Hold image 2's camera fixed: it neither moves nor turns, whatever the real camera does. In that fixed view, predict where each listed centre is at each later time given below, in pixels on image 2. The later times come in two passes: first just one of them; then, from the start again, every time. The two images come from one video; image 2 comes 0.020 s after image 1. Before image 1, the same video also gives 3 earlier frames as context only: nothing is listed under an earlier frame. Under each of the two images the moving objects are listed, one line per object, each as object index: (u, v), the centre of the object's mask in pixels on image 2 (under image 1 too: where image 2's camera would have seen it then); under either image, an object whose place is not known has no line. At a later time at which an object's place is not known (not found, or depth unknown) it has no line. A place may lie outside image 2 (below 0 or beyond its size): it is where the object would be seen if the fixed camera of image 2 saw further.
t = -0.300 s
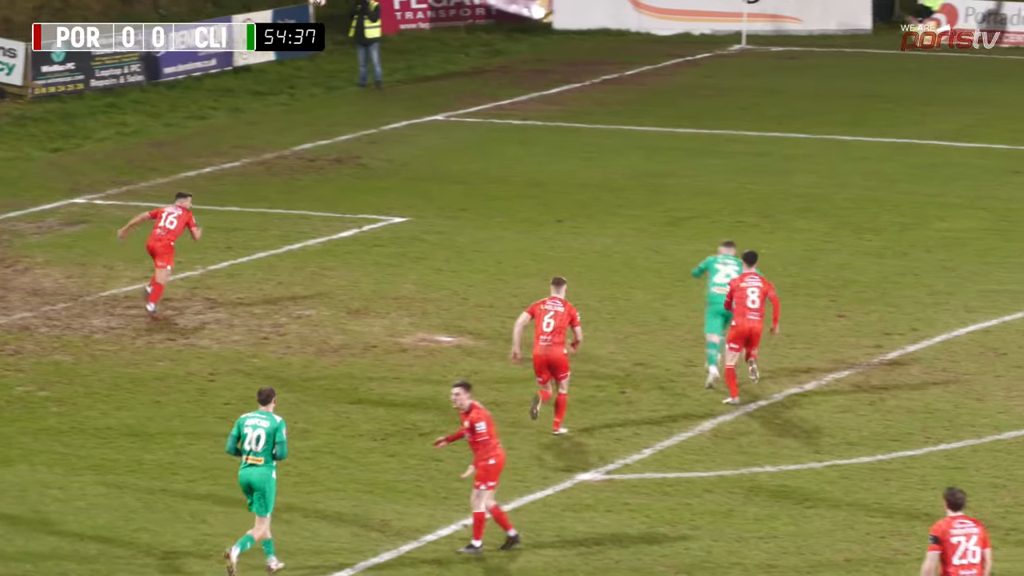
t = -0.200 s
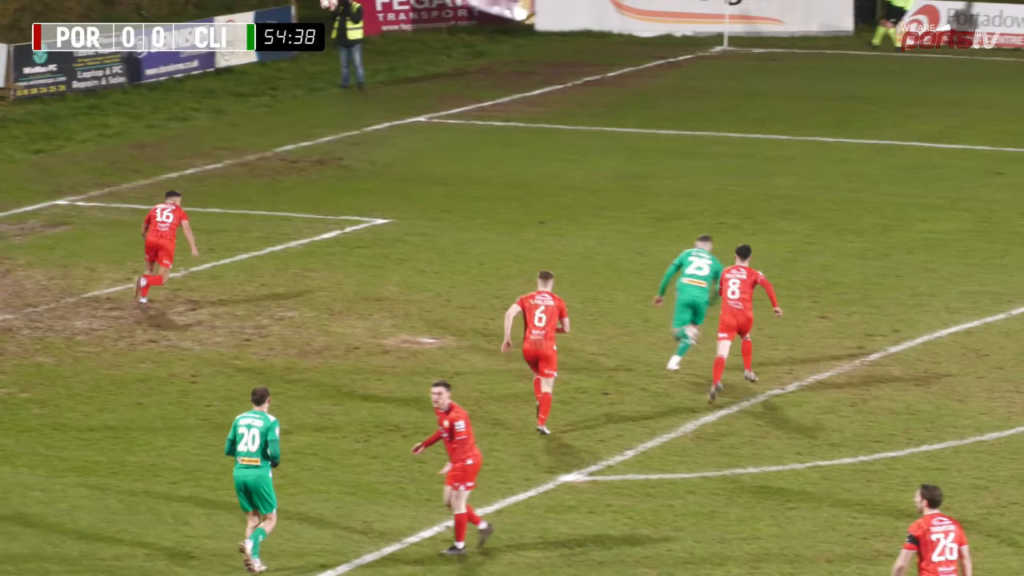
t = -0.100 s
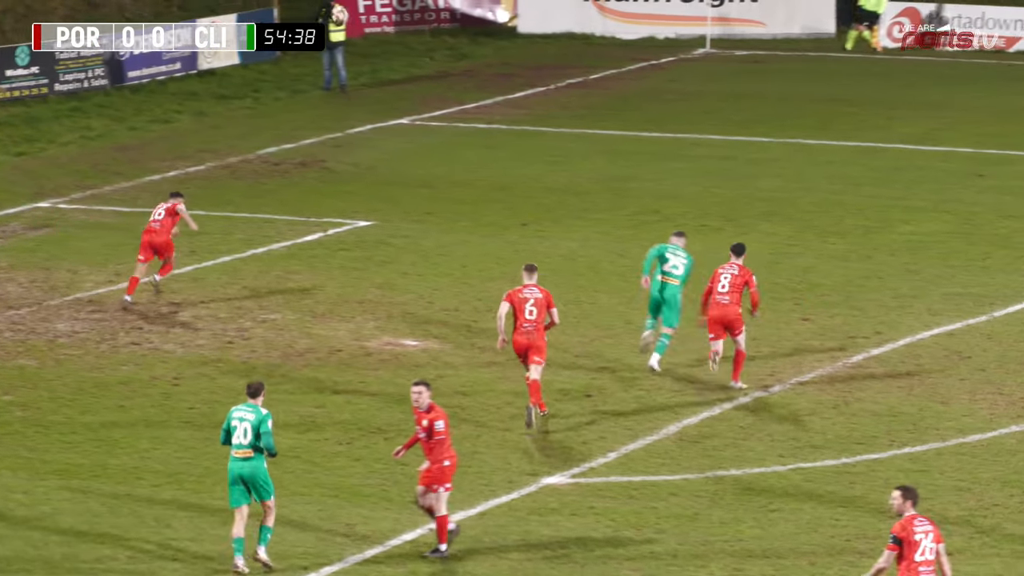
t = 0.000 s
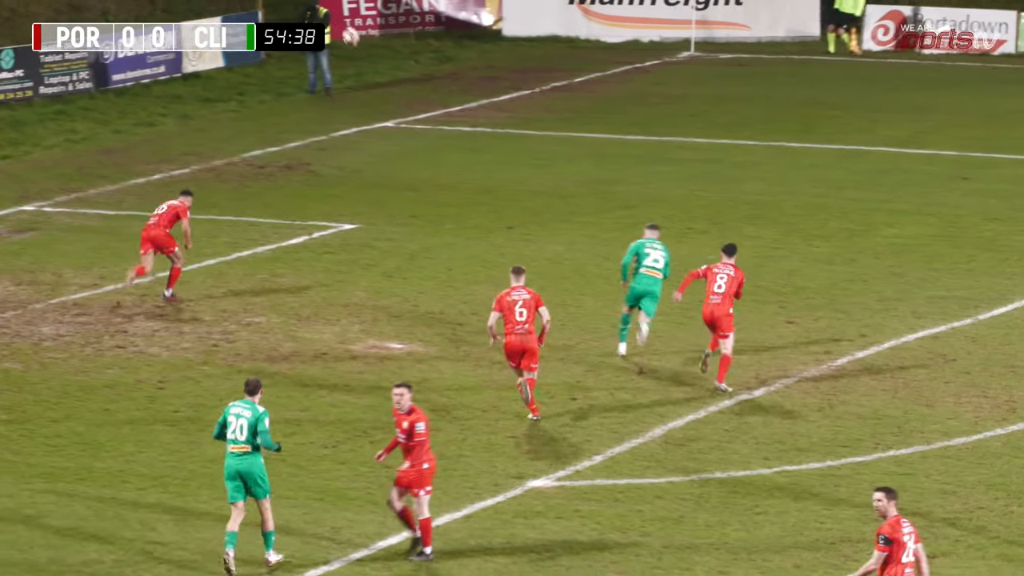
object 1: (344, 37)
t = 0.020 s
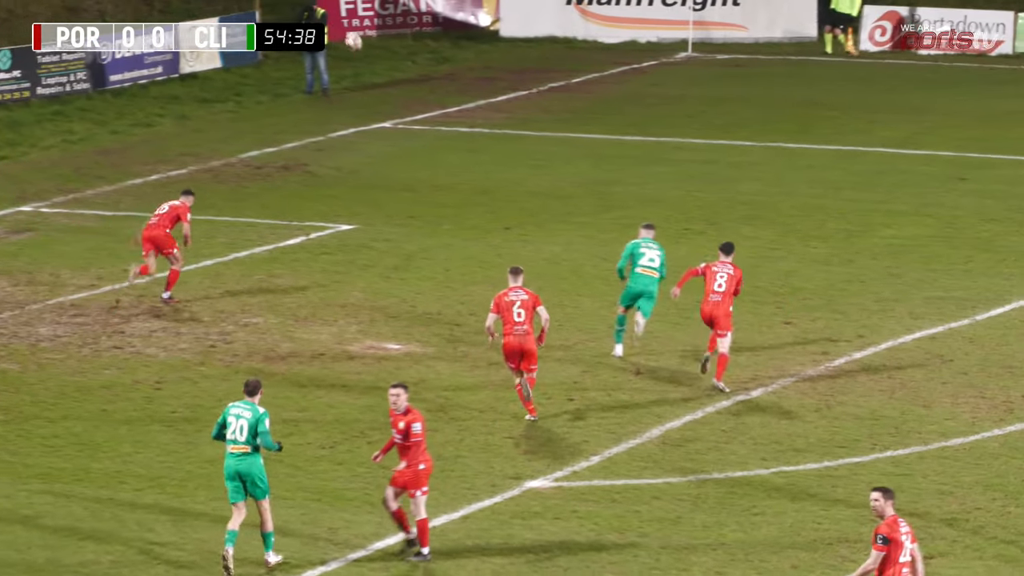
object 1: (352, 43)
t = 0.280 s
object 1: (414, 122)
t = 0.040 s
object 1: (356, 49)
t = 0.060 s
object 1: (361, 54)
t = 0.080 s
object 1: (364, 58)
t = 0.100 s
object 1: (368, 65)
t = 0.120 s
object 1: (375, 69)
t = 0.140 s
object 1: (379, 75)
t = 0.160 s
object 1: (384, 81)
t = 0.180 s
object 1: (390, 87)
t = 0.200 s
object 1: (393, 93)
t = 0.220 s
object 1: (400, 100)
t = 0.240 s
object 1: (405, 104)
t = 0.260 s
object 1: (409, 115)
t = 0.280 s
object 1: (414, 122)
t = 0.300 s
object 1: (418, 132)
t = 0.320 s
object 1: (422, 139)
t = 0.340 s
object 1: (424, 147)
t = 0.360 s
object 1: (429, 154)
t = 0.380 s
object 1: (432, 165)
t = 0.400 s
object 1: (437, 174)
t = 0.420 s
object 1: (441, 182)
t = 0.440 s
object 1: (445, 189)
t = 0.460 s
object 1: (447, 183)
